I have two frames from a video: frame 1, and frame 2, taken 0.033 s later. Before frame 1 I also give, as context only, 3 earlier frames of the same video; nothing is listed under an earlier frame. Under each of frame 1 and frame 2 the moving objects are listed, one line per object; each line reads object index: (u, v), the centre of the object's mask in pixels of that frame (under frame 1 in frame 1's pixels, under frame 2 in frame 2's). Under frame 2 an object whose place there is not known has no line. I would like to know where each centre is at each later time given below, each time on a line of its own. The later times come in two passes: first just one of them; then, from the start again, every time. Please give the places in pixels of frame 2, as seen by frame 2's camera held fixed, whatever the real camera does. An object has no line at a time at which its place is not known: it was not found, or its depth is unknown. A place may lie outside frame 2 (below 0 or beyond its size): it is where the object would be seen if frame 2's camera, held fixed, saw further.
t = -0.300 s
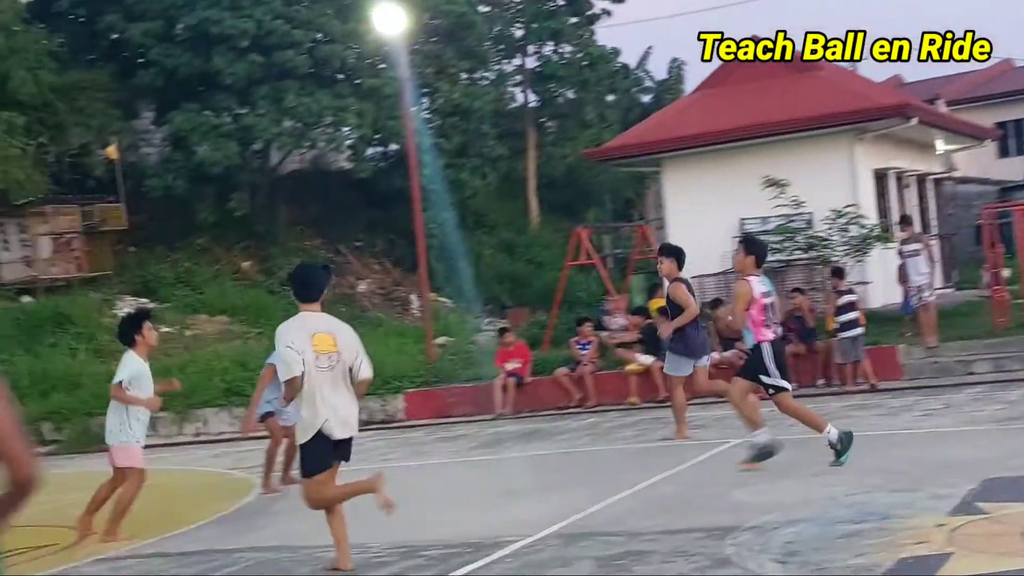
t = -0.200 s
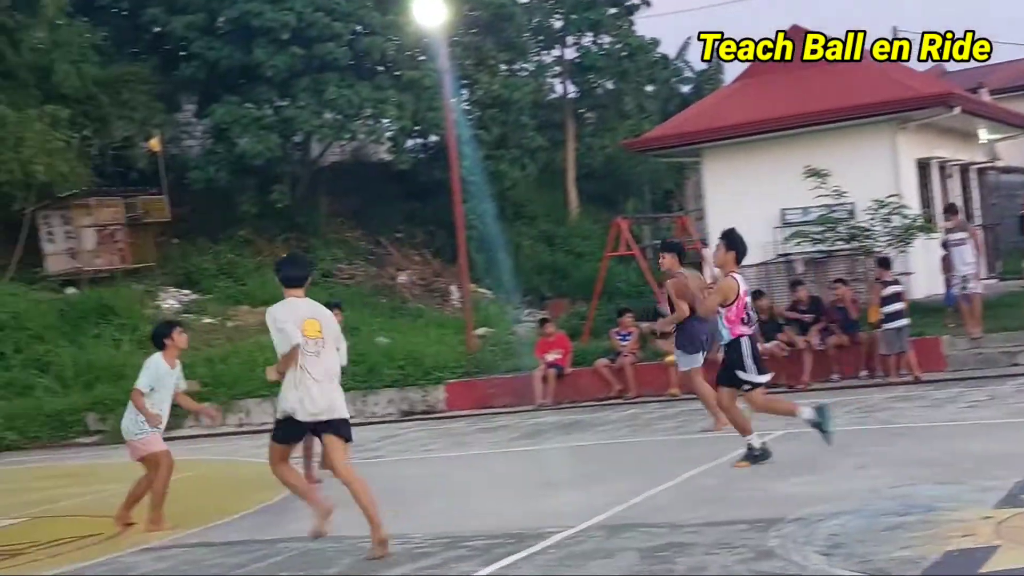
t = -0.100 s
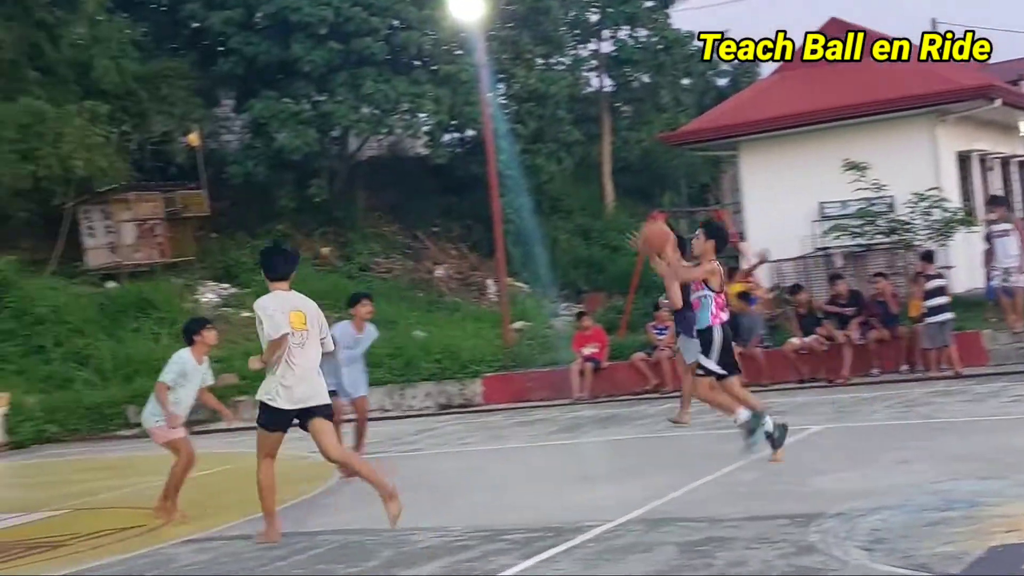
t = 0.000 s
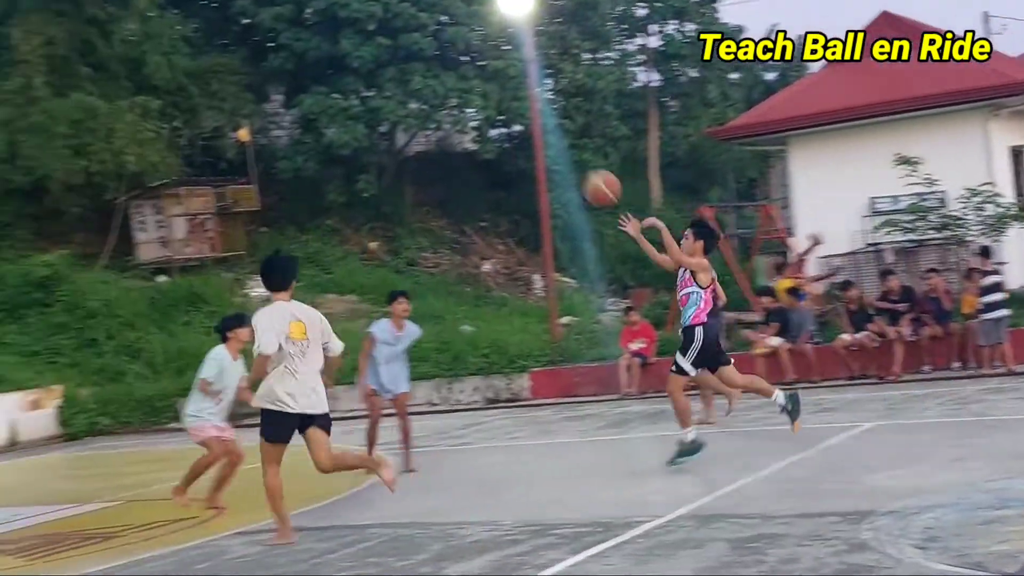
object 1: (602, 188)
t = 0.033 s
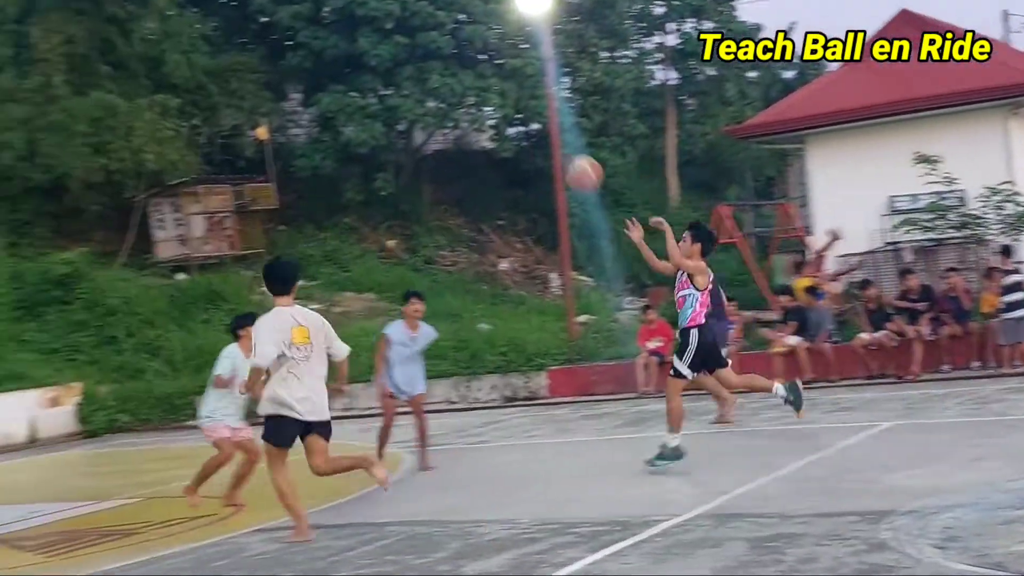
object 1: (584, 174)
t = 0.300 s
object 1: (263, 122)
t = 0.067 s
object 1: (547, 163)
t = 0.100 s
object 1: (509, 153)
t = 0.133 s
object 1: (471, 144)
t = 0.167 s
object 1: (431, 138)
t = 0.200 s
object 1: (390, 131)
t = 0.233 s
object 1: (350, 126)
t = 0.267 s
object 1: (308, 123)
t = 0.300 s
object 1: (263, 122)
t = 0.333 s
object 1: (219, 123)
